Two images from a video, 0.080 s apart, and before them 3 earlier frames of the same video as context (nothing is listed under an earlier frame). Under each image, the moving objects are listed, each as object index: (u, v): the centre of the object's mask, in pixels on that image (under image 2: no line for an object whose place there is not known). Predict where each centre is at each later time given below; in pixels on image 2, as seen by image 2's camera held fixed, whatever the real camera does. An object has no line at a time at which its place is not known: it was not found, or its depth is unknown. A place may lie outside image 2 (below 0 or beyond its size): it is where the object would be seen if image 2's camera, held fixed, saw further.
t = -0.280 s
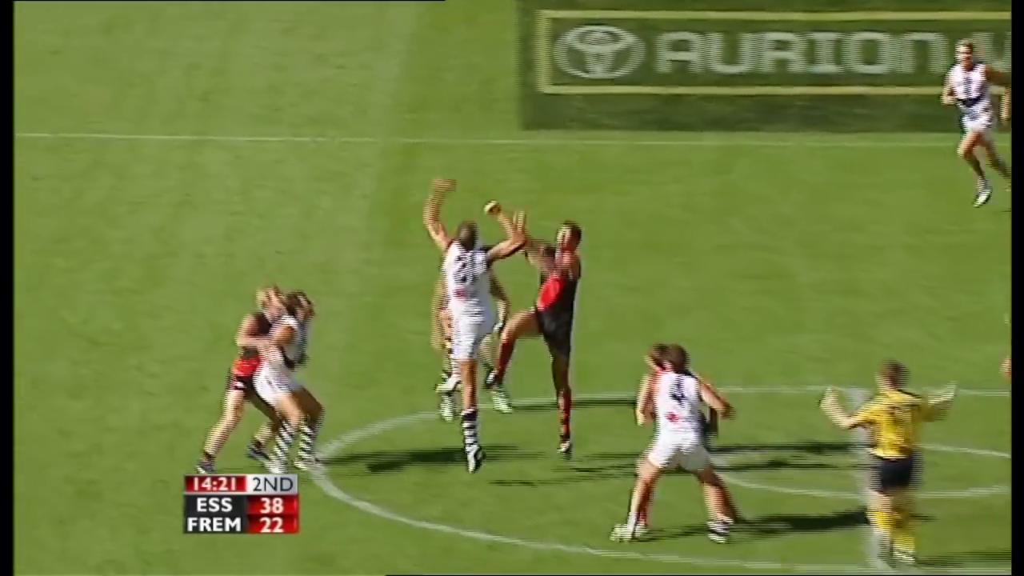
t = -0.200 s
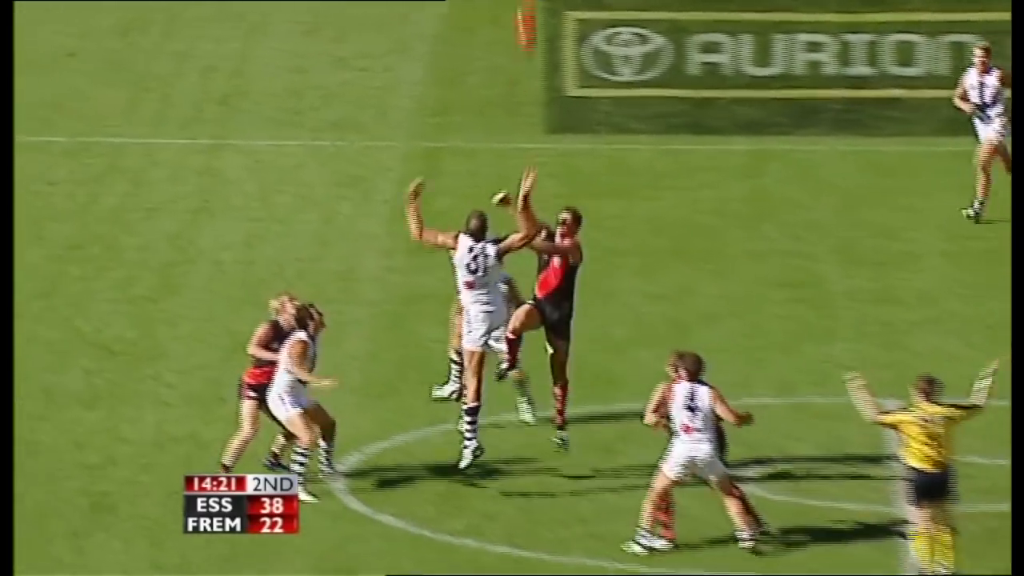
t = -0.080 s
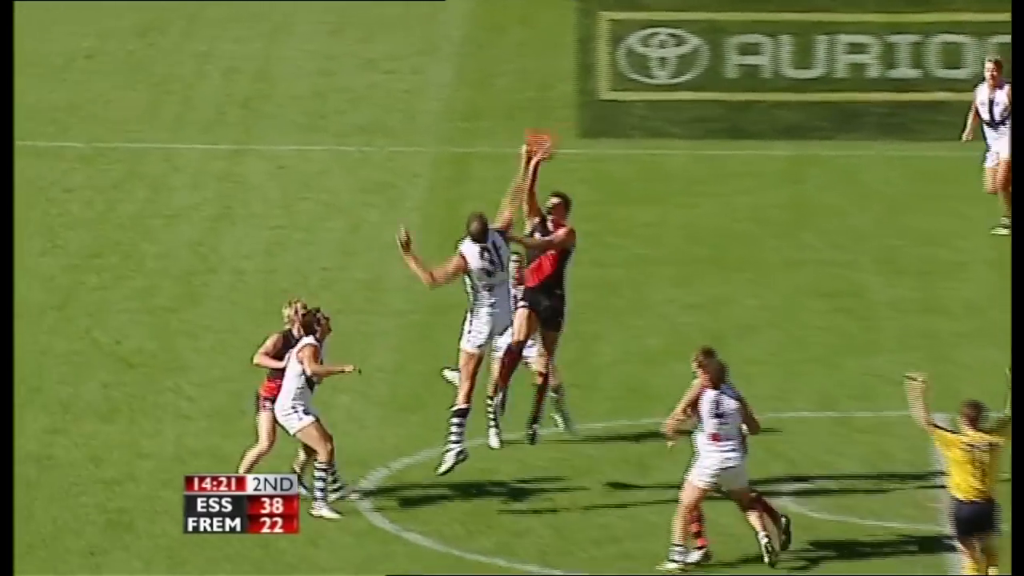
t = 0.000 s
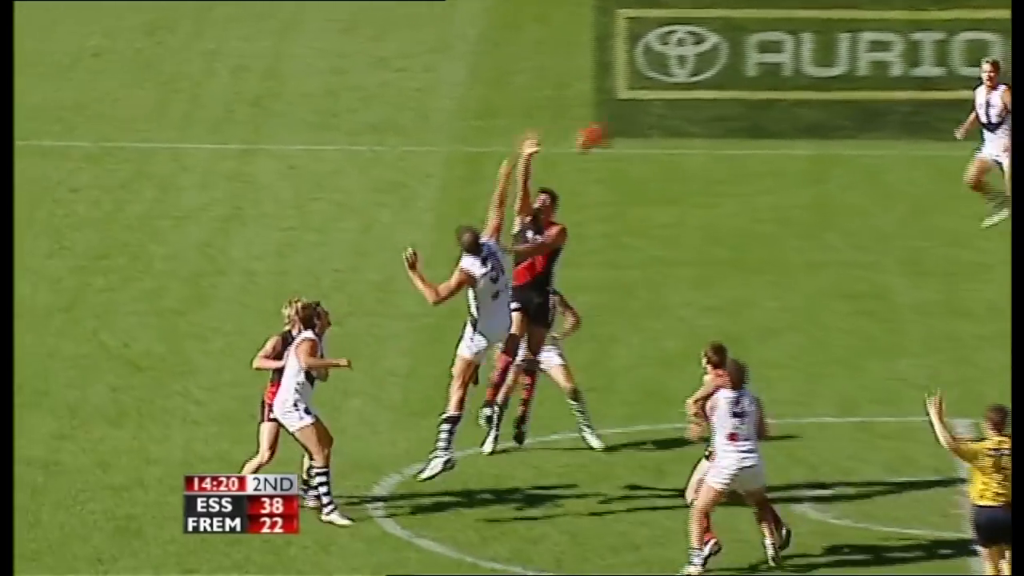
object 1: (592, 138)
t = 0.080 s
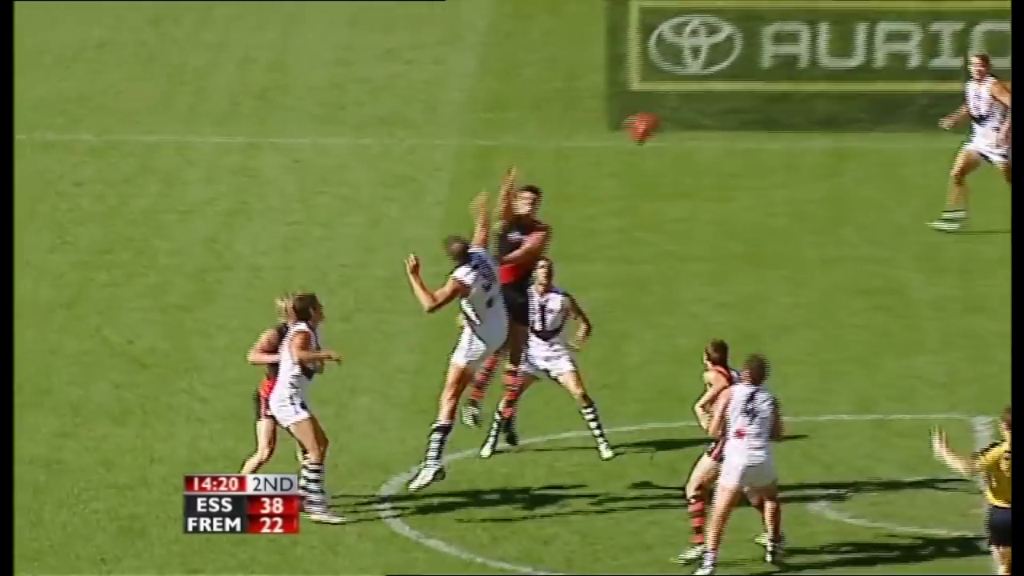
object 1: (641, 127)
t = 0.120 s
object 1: (659, 128)
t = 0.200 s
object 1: (698, 137)
